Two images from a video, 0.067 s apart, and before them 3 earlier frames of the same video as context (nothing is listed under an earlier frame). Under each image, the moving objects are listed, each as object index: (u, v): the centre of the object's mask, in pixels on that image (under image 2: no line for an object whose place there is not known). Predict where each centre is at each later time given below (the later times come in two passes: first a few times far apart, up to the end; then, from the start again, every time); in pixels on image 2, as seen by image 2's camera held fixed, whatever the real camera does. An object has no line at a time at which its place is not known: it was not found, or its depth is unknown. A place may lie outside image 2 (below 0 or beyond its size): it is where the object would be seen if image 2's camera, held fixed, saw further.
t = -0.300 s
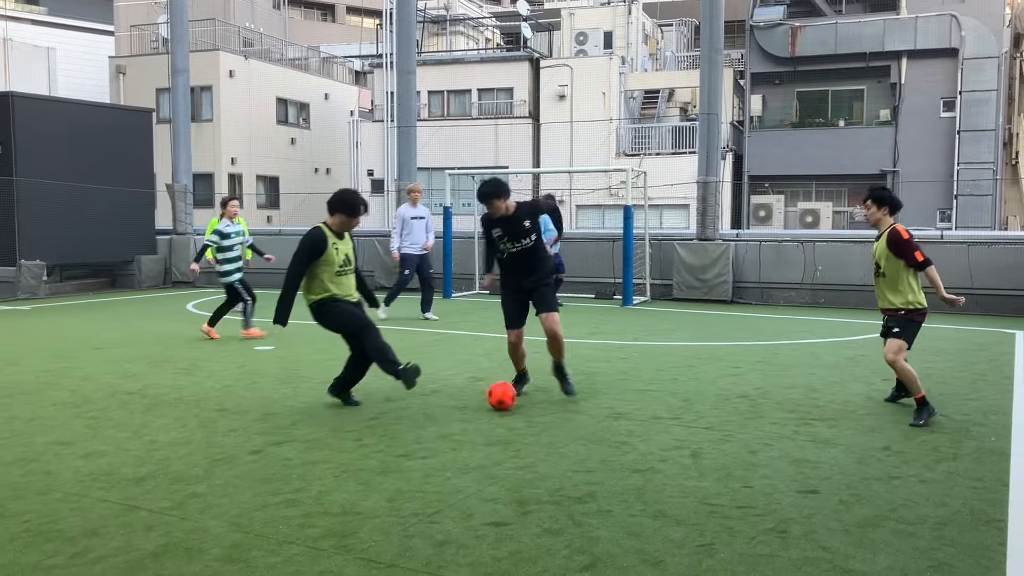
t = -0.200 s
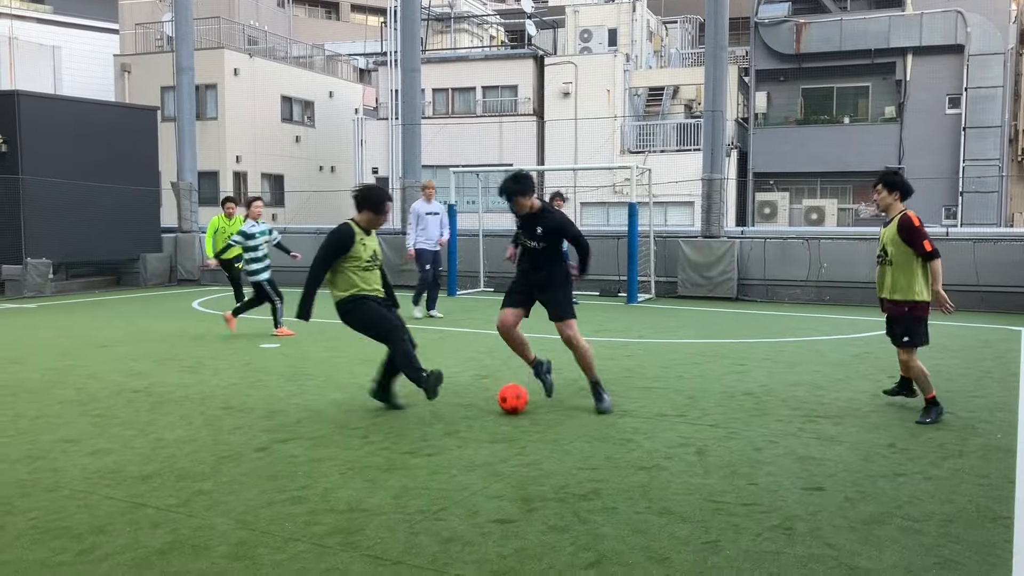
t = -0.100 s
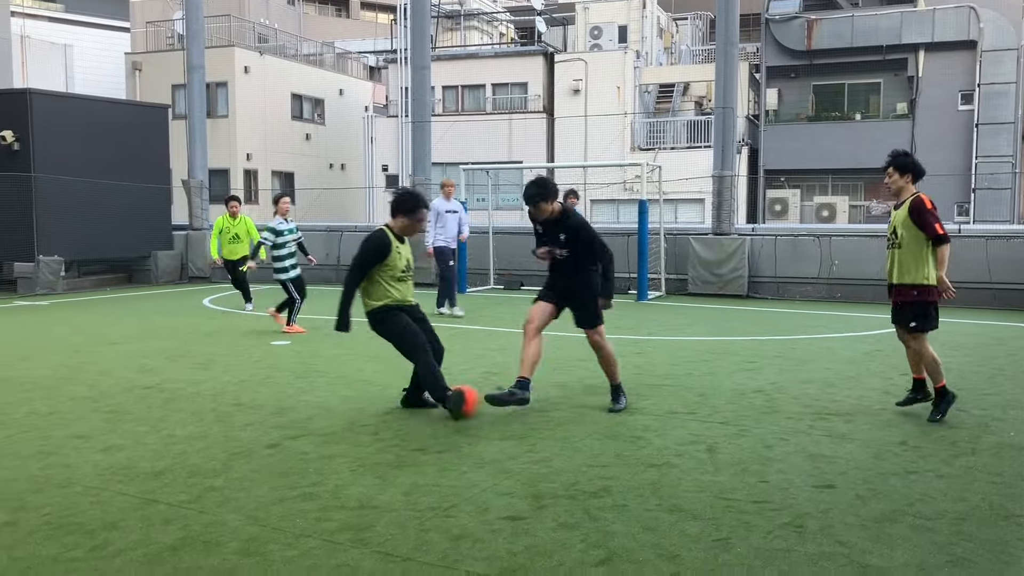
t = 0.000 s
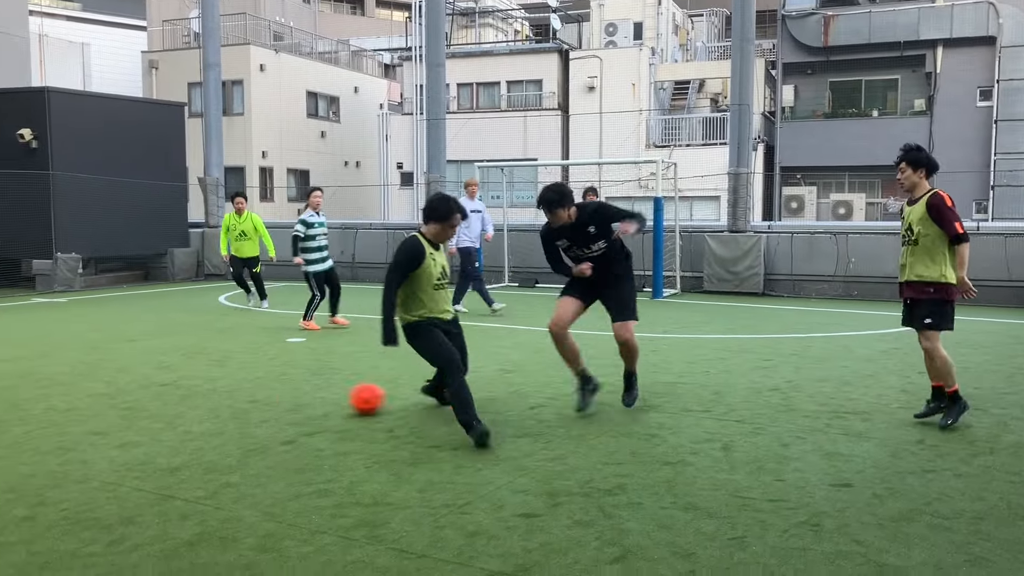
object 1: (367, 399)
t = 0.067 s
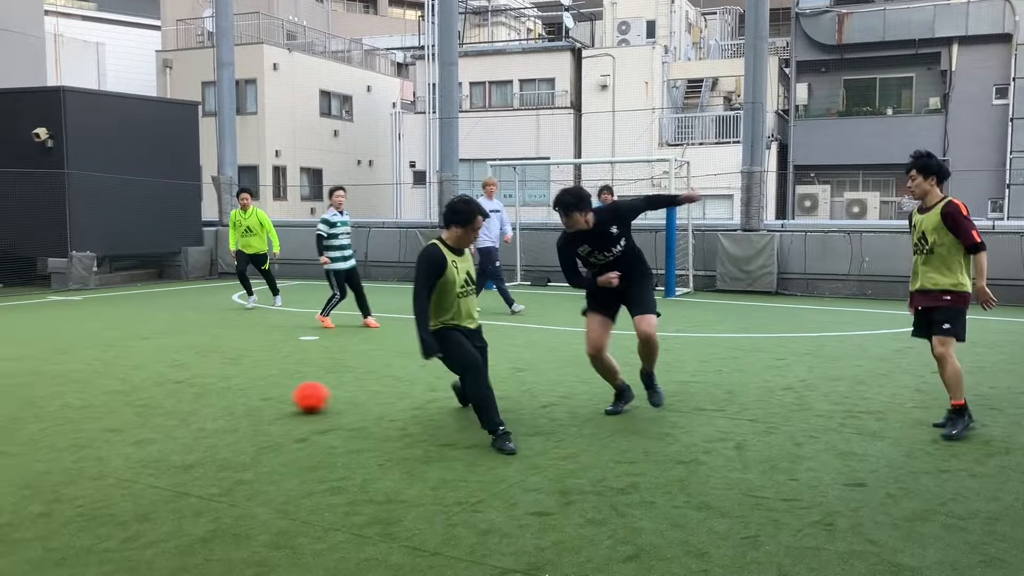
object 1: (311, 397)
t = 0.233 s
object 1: (152, 398)
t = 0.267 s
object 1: (123, 398)
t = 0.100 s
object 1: (277, 397)
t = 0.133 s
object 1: (244, 397)
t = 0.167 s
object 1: (213, 397)
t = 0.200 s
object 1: (183, 397)
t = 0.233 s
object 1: (152, 398)
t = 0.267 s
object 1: (123, 398)
